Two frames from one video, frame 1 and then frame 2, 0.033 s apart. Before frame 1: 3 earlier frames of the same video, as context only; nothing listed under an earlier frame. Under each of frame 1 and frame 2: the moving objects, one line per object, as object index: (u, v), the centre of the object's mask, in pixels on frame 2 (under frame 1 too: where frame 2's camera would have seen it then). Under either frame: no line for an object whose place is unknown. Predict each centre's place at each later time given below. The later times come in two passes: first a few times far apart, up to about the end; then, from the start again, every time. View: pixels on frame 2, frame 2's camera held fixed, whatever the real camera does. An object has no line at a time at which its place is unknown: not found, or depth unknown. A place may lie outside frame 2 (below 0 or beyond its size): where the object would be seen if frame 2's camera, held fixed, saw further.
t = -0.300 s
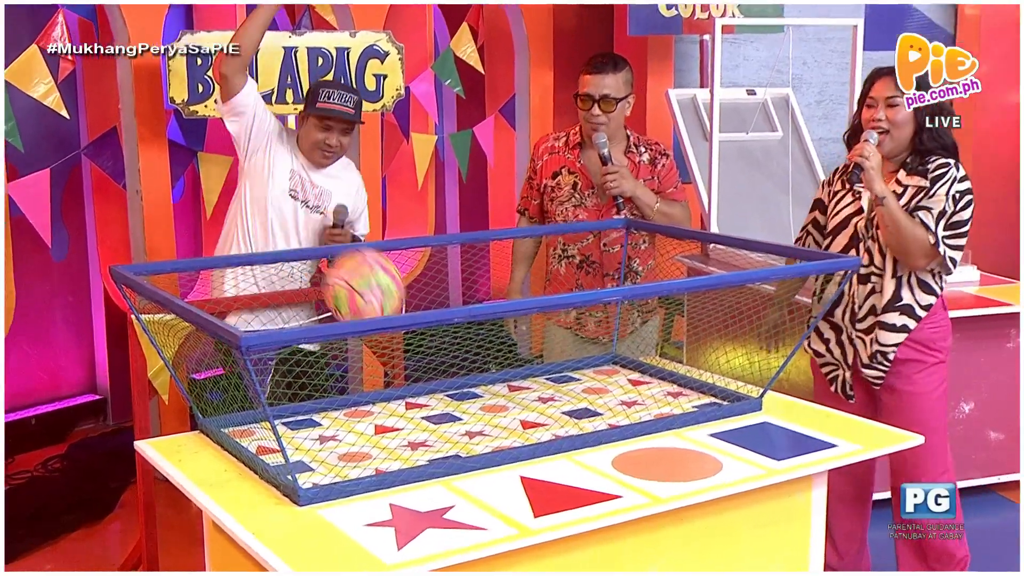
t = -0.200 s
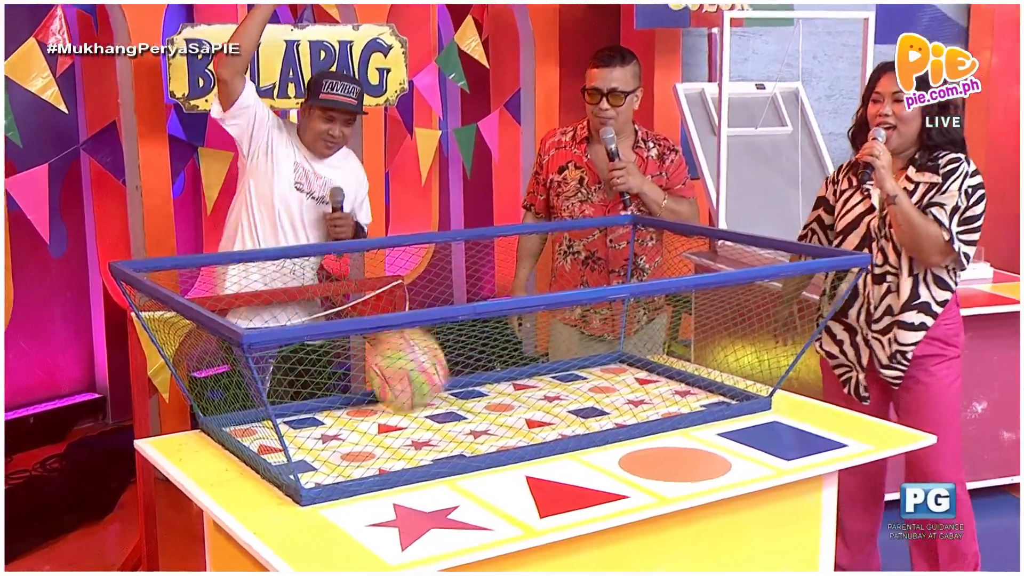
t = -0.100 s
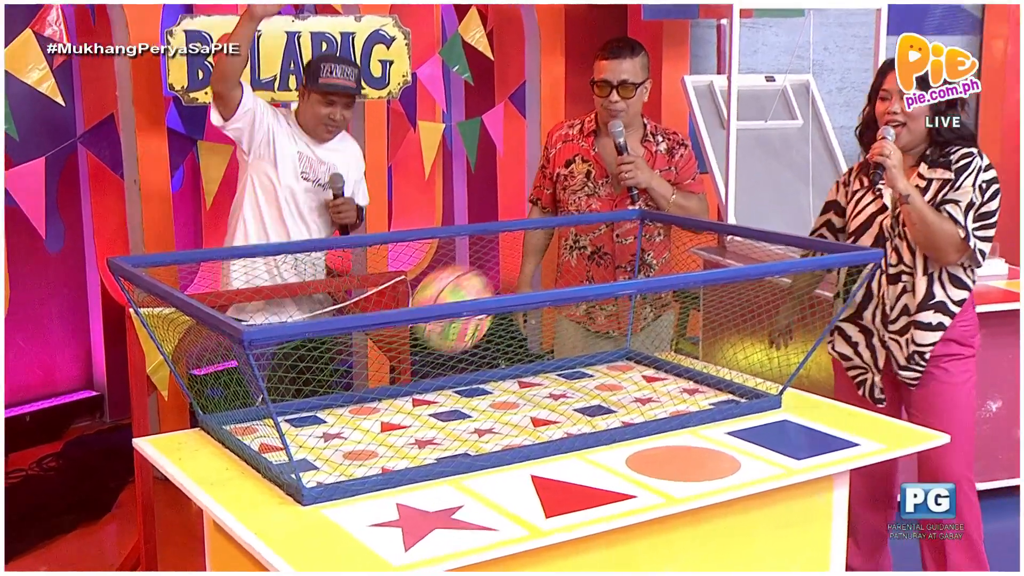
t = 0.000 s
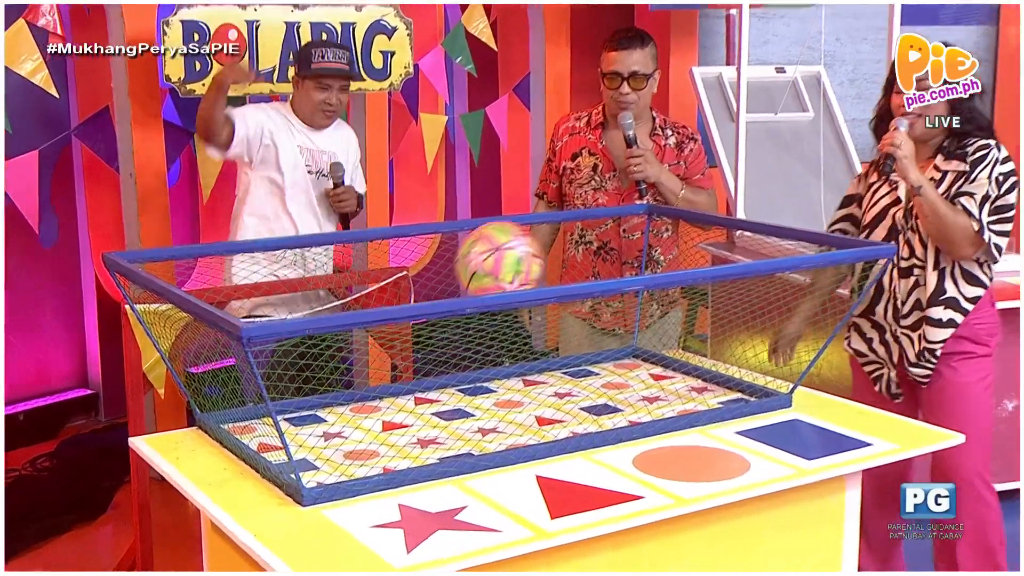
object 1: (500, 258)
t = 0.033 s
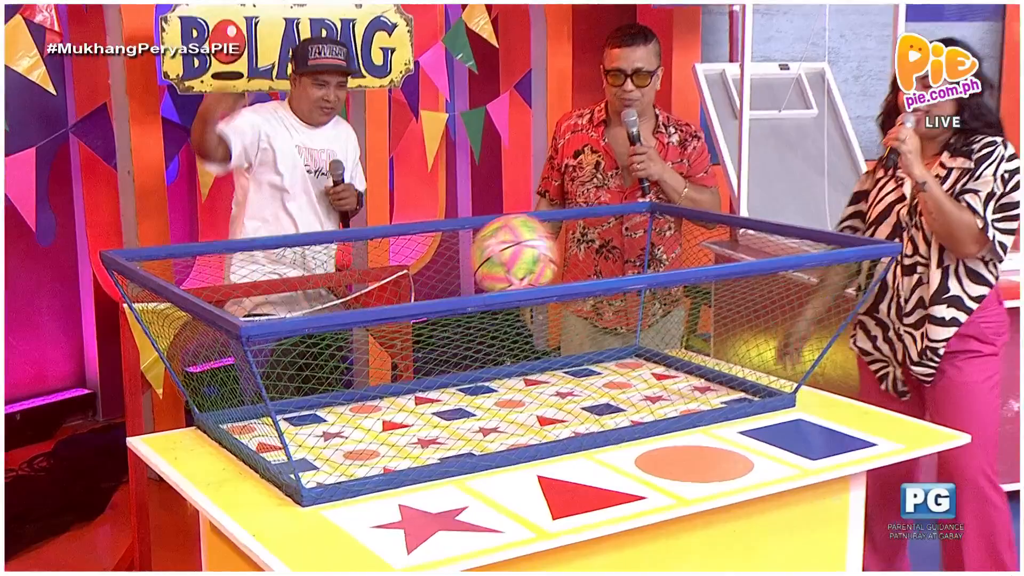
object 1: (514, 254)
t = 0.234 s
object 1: (595, 313)
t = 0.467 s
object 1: (709, 307)
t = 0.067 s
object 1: (527, 252)
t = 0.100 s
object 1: (541, 253)
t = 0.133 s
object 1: (555, 256)
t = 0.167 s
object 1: (568, 269)
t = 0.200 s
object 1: (581, 281)
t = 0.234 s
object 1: (595, 313)
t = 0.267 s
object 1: (609, 331)
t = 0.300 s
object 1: (621, 352)
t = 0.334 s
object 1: (635, 358)
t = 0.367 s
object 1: (654, 332)
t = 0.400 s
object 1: (672, 321)
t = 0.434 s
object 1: (689, 314)
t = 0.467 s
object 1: (709, 307)
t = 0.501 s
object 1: (727, 304)
